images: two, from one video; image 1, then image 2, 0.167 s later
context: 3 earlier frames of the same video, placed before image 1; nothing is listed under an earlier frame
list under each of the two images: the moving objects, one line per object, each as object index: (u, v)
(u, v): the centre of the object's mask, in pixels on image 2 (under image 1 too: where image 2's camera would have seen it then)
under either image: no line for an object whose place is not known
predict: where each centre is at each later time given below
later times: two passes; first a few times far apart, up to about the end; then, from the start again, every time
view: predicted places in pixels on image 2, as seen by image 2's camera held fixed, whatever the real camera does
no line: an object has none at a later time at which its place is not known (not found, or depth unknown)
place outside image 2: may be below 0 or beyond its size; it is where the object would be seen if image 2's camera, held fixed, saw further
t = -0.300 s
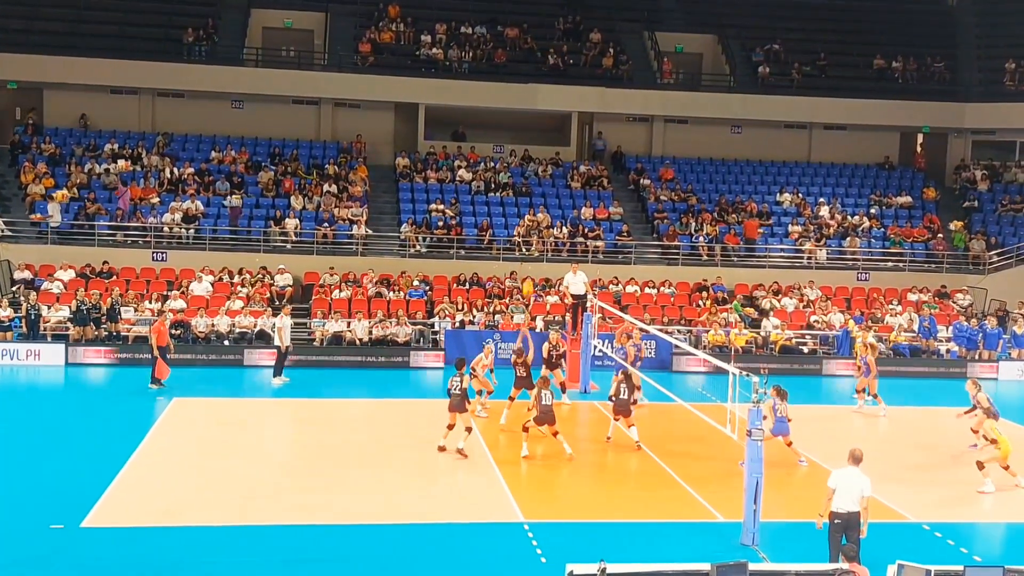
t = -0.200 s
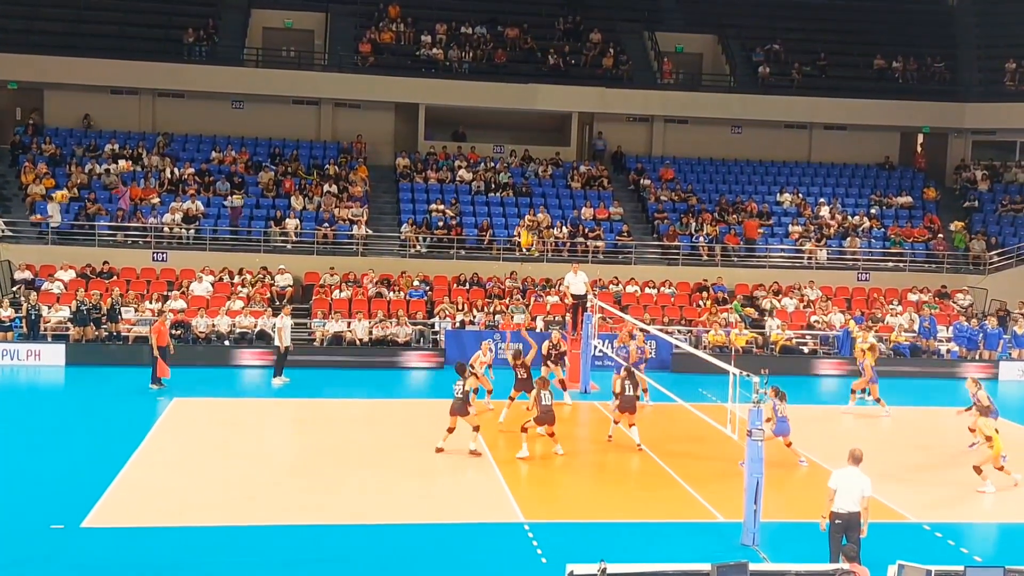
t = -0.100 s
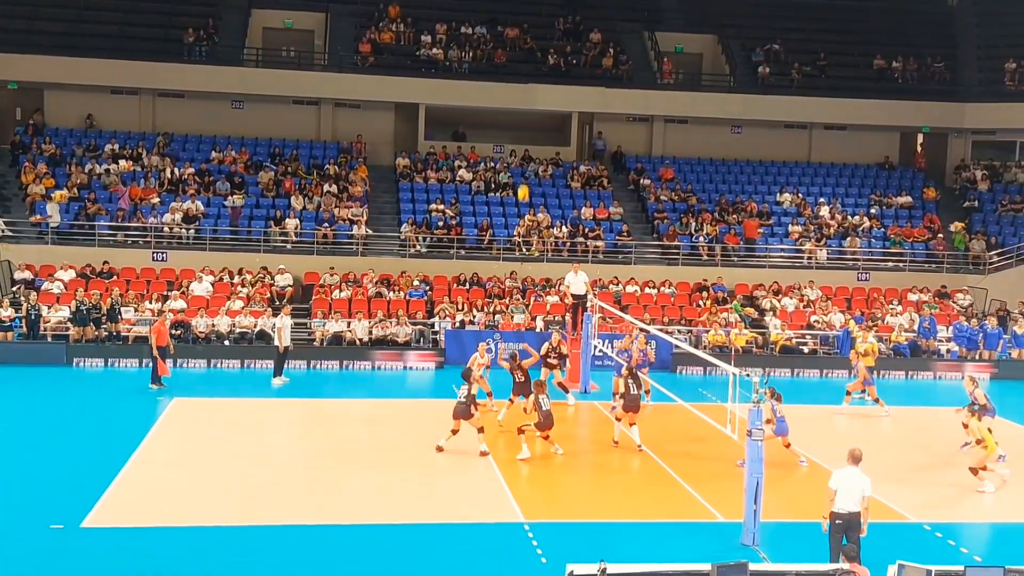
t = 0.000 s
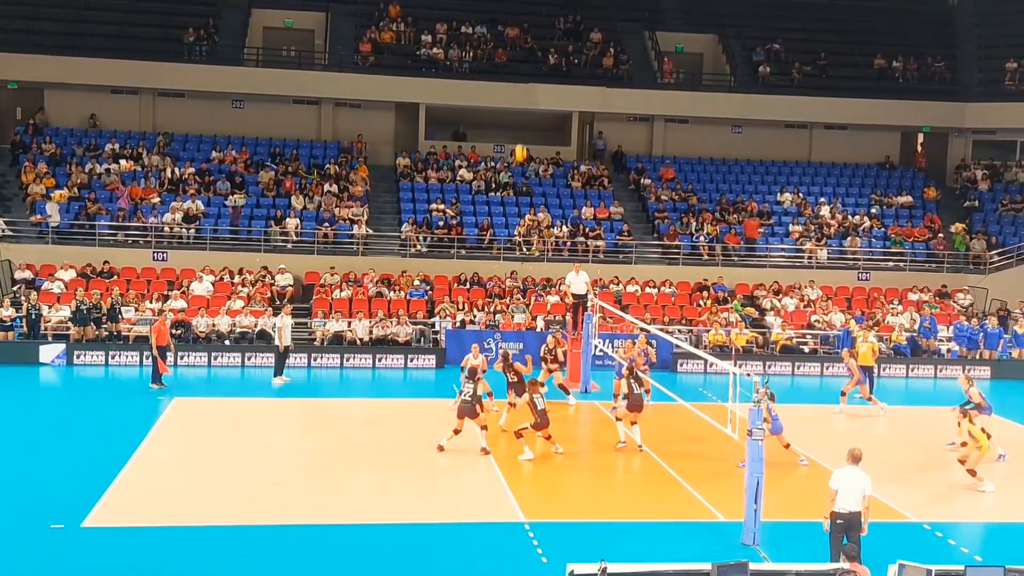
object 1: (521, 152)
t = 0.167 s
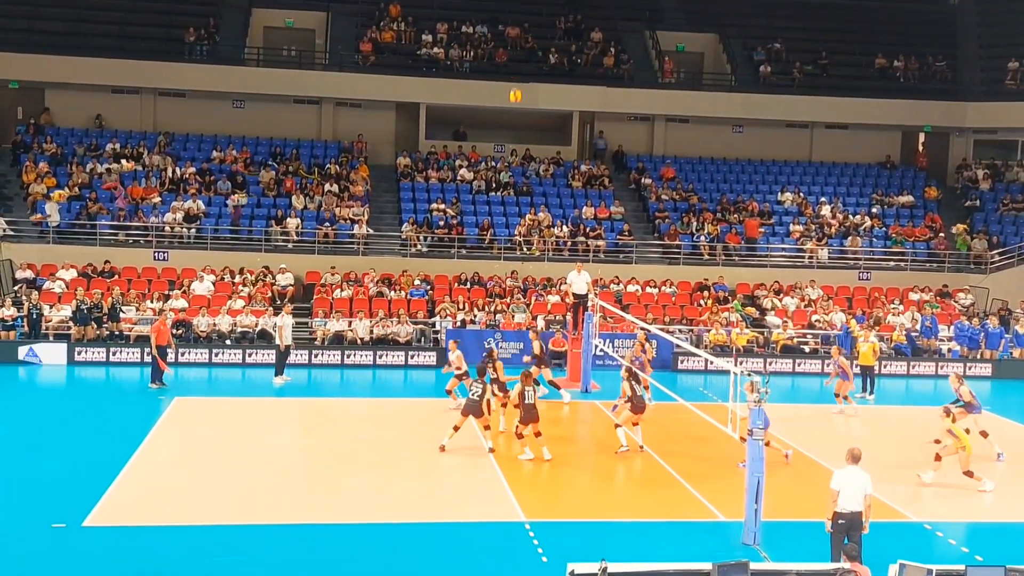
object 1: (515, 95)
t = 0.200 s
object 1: (514, 86)
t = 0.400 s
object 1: (505, 41)
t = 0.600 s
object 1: (496, 17)
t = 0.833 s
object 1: (485, 16)
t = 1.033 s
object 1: (474, 39)
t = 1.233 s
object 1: (463, 84)
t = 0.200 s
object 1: (514, 86)
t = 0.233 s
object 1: (512, 76)
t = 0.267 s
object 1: (511, 67)
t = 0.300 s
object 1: (510, 59)
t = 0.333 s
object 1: (508, 52)
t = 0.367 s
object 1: (507, 47)
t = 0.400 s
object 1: (505, 41)
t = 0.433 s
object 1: (504, 35)
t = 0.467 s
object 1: (502, 29)
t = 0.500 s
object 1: (500, 25)
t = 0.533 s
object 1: (499, 21)
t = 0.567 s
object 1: (498, 19)
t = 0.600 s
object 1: (496, 17)
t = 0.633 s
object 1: (495, 15)
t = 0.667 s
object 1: (493, 14)
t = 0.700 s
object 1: (491, 13)
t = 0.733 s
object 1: (490, 13)
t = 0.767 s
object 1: (488, 13)
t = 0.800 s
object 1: (486, 14)
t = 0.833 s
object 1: (485, 16)
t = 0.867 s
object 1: (483, 19)
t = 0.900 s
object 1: (481, 22)
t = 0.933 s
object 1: (480, 25)
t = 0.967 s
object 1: (478, 29)
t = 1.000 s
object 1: (476, 34)
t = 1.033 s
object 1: (474, 39)
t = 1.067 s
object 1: (473, 45)
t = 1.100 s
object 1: (471, 52)
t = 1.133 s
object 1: (469, 59)
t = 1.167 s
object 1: (468, 67)
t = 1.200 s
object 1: (466, 75)
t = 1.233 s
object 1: (463, 84)
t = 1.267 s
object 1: (462, 94)
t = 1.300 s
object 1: (460, 104)
